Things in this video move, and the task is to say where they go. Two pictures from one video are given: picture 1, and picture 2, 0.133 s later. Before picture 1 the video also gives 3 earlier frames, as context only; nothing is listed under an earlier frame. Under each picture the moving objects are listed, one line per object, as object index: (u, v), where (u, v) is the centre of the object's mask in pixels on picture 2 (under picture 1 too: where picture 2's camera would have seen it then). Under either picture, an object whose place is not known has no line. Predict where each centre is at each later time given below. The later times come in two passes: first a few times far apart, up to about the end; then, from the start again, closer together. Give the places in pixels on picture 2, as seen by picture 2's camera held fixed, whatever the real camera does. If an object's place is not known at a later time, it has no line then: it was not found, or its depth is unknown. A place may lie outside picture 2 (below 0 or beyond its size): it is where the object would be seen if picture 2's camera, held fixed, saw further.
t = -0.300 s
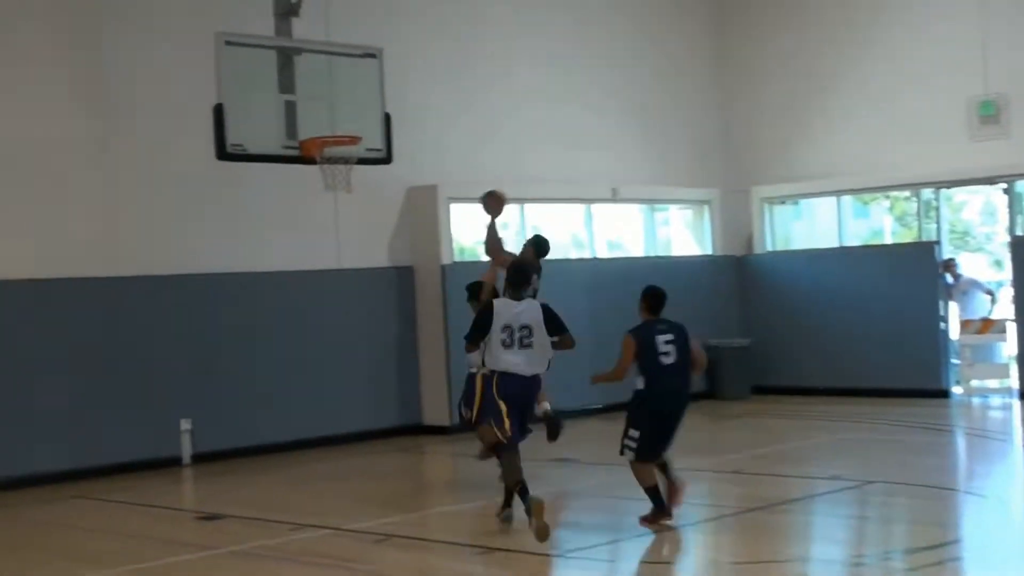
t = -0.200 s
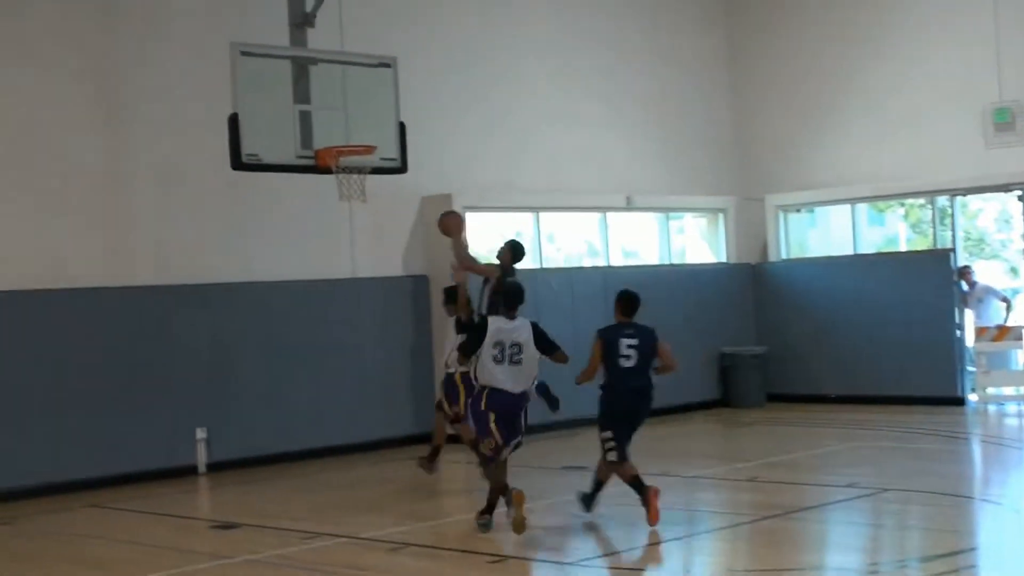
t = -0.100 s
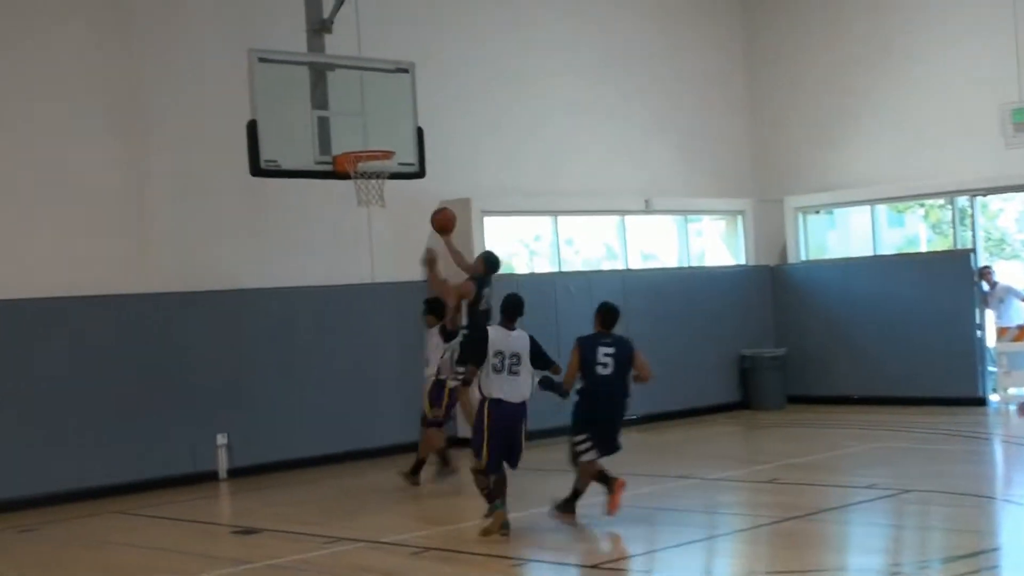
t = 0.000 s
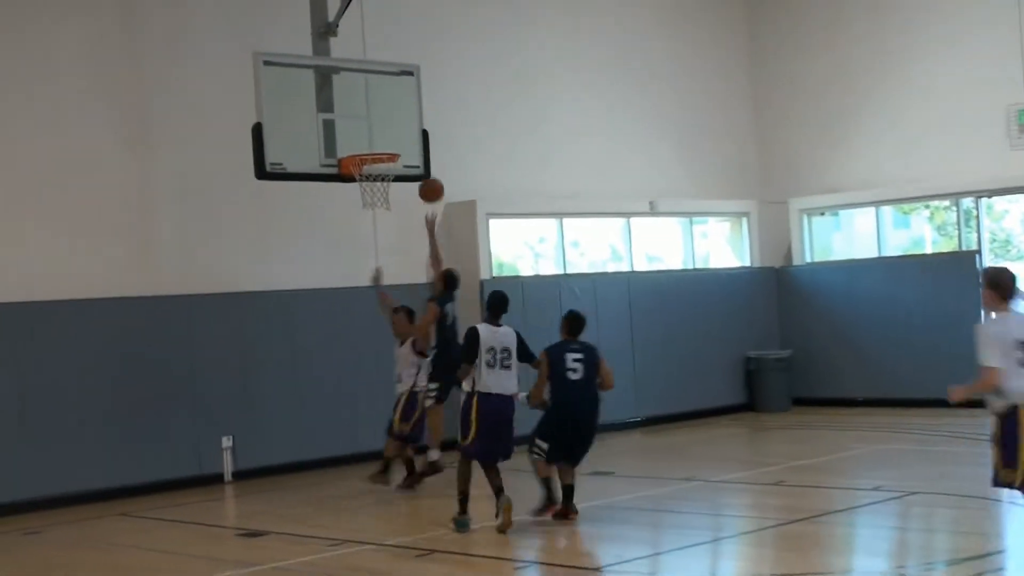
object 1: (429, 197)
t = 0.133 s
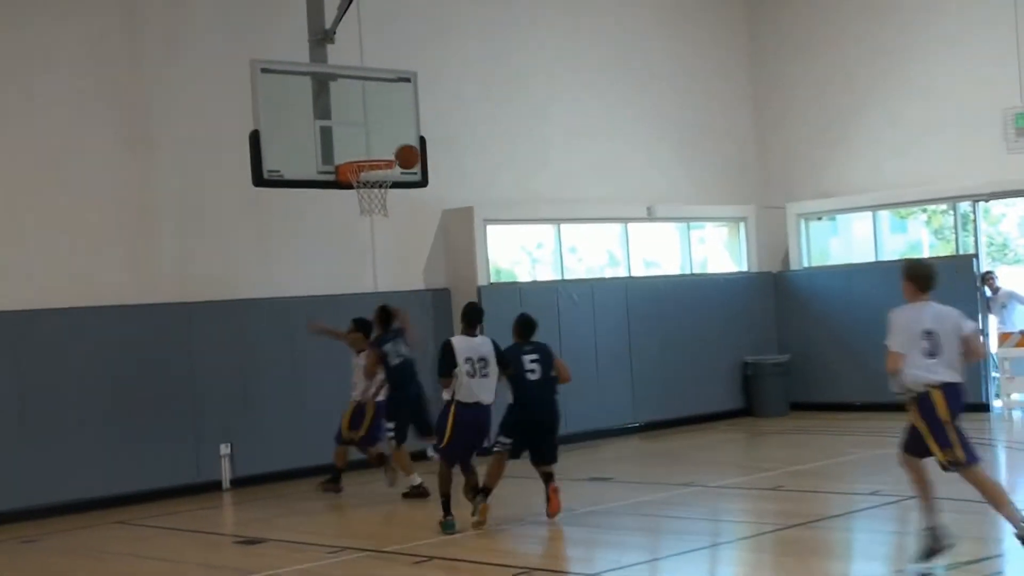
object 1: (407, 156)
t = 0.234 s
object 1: (393, 139)
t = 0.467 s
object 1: (377, 123)
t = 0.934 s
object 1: (381, 225)
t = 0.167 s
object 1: (403, 149)
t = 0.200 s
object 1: (398, 144)
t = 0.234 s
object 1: (393, 139)
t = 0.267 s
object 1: (388, 135)
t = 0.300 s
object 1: (384, 133)
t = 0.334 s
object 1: (379, 132)
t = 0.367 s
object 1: (378, 129)
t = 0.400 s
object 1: (377, 125)
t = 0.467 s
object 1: (377, 123)
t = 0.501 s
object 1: (377, 124)
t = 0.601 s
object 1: (377, 132)
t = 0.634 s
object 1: (377, 137)
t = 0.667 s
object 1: (377, 144)
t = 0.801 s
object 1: (379, 183)
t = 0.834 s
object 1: (380, 194)
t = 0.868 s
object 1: (380, 203)
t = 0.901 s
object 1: (381, 214)
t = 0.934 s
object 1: (381, 225)
